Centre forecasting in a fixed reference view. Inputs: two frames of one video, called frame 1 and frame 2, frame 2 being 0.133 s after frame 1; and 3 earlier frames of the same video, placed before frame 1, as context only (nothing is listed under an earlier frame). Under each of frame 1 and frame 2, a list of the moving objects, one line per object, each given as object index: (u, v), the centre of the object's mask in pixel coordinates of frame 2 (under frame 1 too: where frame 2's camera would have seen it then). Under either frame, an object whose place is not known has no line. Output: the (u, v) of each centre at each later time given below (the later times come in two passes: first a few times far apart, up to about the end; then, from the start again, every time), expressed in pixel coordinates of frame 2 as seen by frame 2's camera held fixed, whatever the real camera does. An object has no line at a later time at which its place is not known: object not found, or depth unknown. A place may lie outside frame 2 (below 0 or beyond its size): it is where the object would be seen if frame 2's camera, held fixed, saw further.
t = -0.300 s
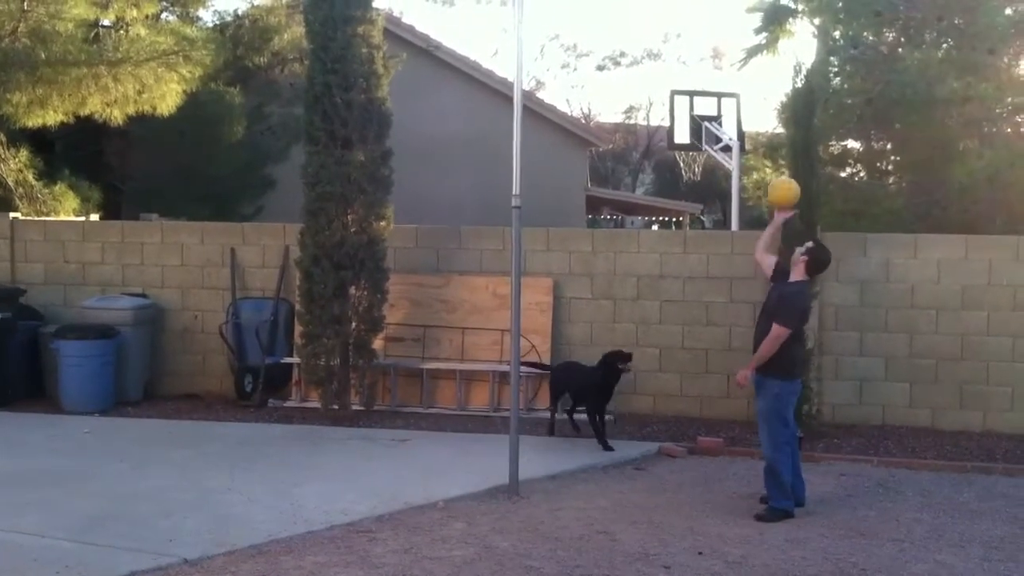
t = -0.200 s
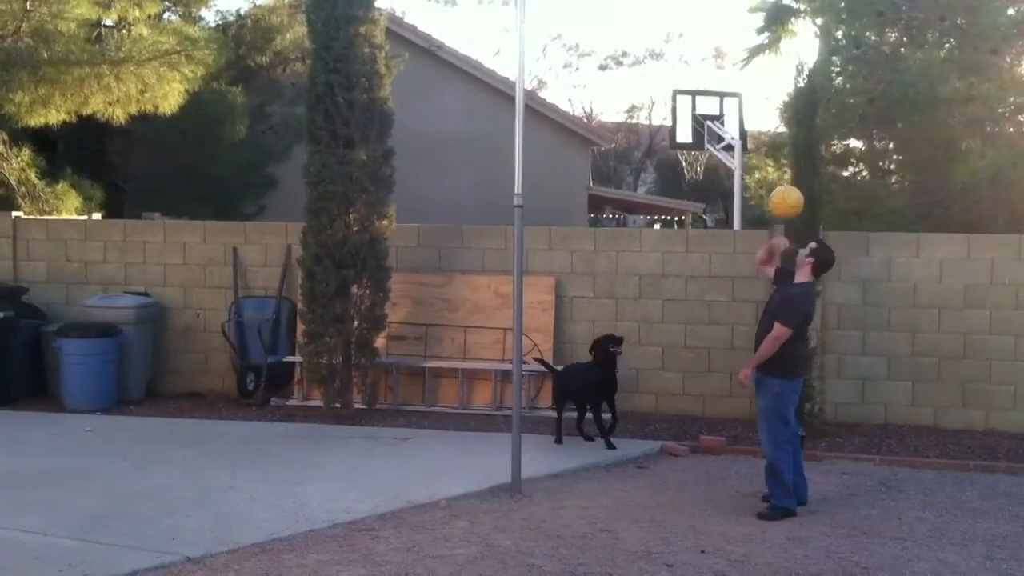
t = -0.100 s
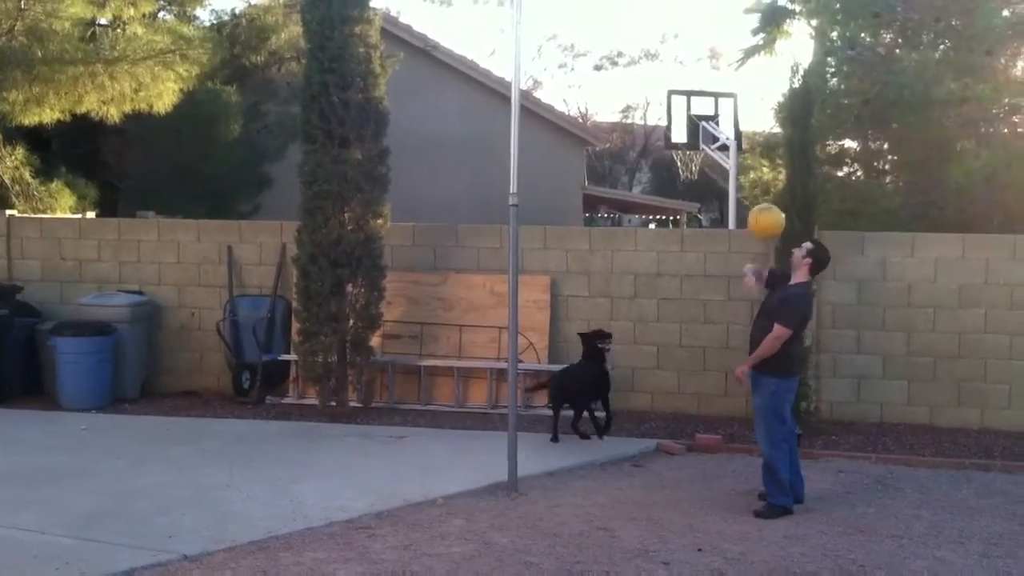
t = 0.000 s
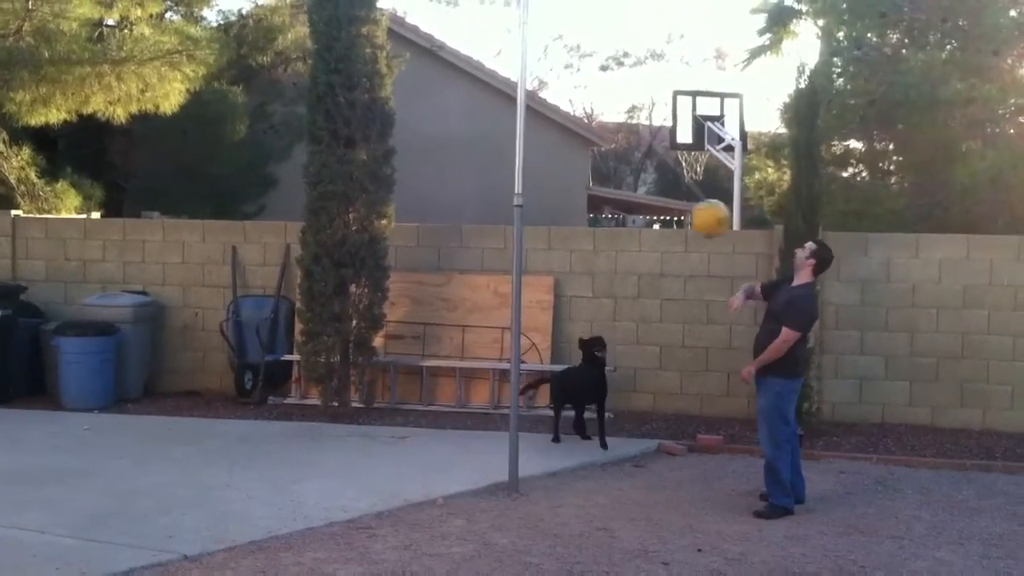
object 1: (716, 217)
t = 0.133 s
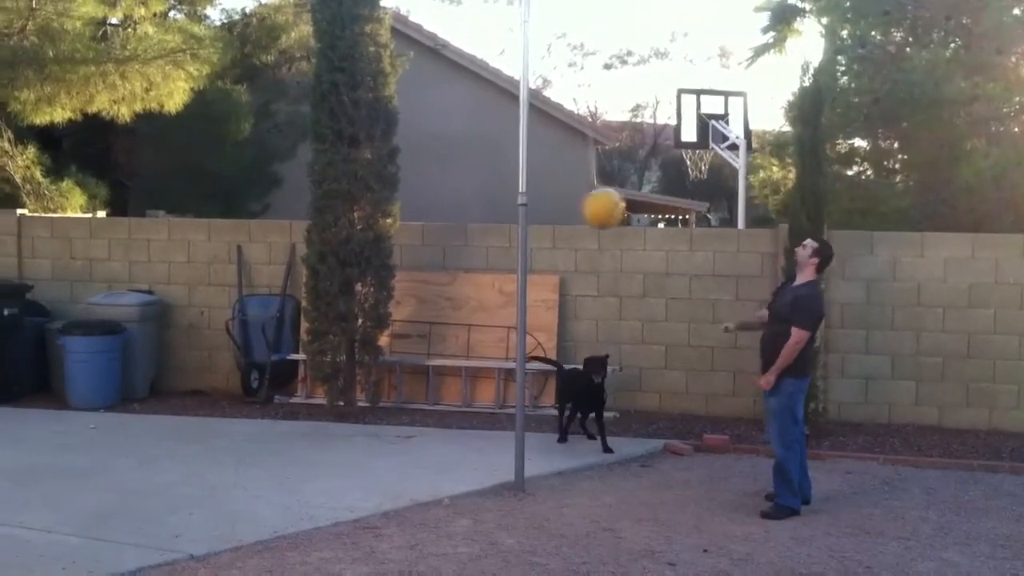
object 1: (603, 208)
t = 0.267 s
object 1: (473, 190)
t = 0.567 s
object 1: (244, 154)
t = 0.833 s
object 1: (201, 156)
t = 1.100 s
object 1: (283, 188)
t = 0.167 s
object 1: (573, 208)
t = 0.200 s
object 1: (541, 206)
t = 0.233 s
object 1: (504, 198)
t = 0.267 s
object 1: (473, 190)
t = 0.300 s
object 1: (442, 183)
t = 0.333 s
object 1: (411, 176)
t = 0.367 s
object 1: (380, 169)
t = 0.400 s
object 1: (352, 166)
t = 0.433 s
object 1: (324, 163)
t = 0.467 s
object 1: (298, 161)
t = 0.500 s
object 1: (276, 160)
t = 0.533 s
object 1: (258, 158)
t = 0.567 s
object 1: (244, 154)
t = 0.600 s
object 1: (233, 151)
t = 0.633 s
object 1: (224, 149)
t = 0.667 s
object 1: (216, 148)
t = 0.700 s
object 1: (209, 149)
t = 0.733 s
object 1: (203, 150)
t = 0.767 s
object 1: (200, 152)
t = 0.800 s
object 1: (198, 154)
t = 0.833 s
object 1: (201, 156)
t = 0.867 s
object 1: (208, 158)
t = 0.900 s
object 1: (215, 160)
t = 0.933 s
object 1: (223, 163)
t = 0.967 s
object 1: (233, 167)
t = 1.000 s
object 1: (244, 171)
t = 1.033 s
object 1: (255, 177)
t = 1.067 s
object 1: (268, 183)
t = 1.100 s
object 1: (283, 188)
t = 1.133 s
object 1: (299, 192)
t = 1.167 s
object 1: (316, 196)
